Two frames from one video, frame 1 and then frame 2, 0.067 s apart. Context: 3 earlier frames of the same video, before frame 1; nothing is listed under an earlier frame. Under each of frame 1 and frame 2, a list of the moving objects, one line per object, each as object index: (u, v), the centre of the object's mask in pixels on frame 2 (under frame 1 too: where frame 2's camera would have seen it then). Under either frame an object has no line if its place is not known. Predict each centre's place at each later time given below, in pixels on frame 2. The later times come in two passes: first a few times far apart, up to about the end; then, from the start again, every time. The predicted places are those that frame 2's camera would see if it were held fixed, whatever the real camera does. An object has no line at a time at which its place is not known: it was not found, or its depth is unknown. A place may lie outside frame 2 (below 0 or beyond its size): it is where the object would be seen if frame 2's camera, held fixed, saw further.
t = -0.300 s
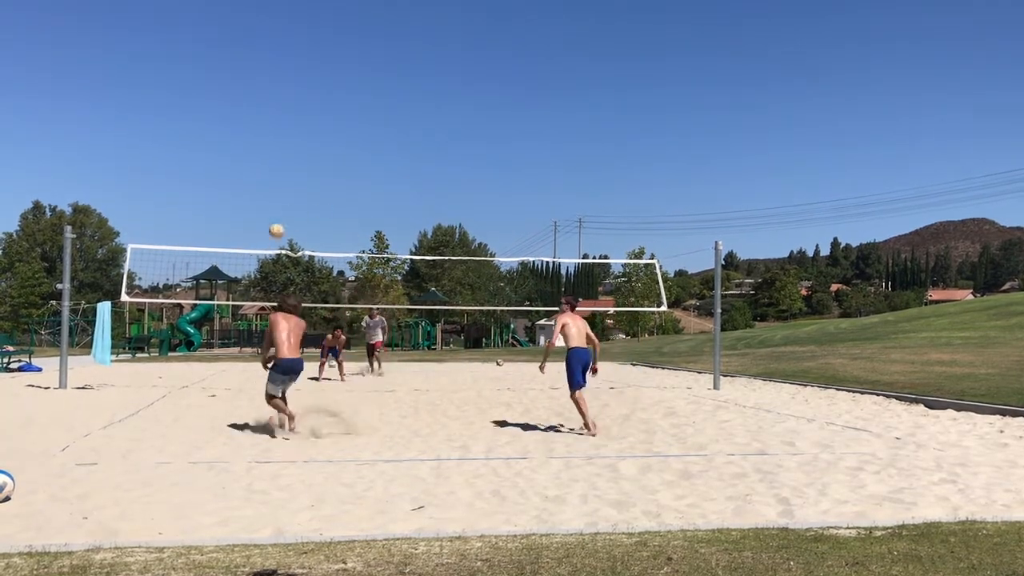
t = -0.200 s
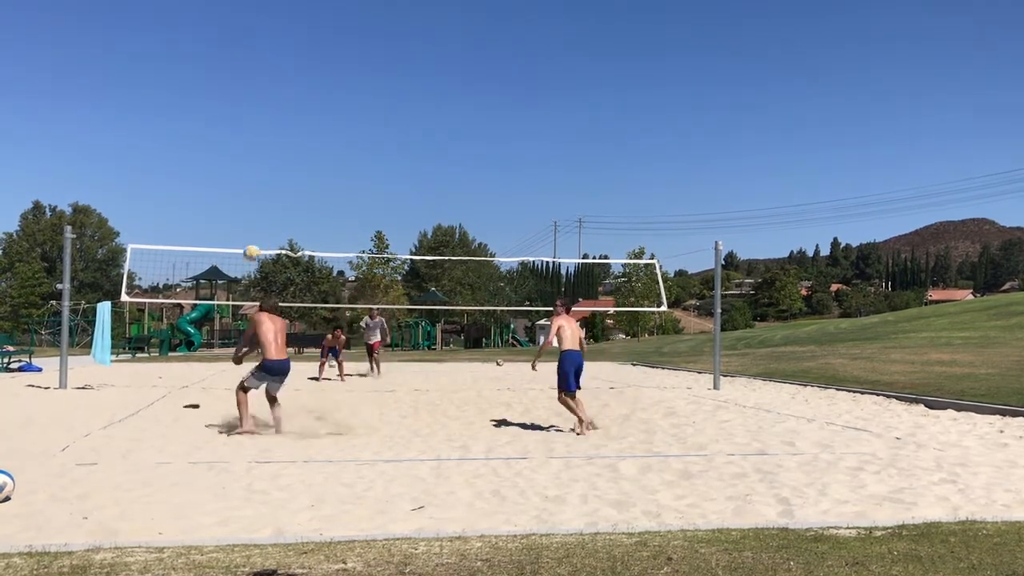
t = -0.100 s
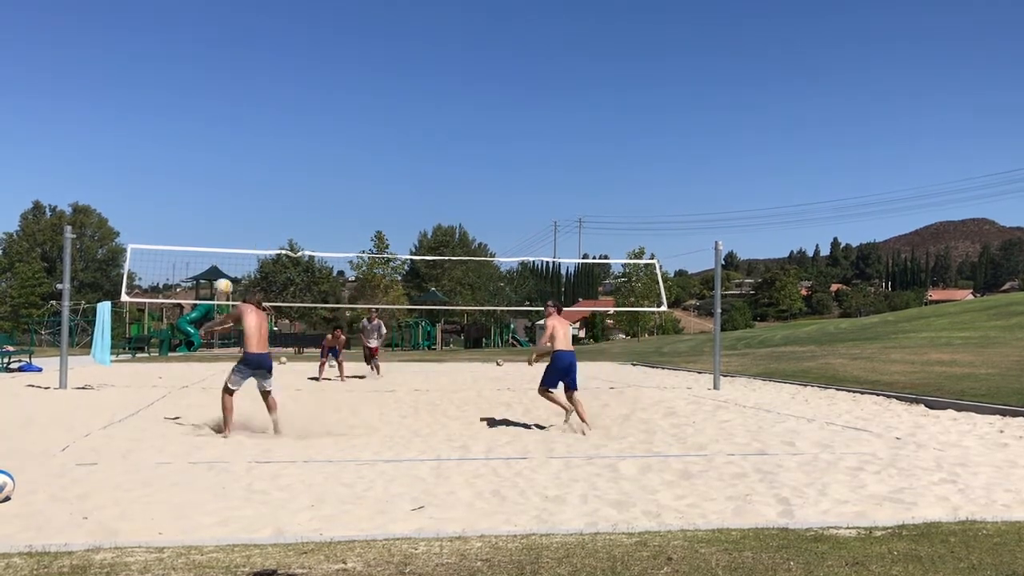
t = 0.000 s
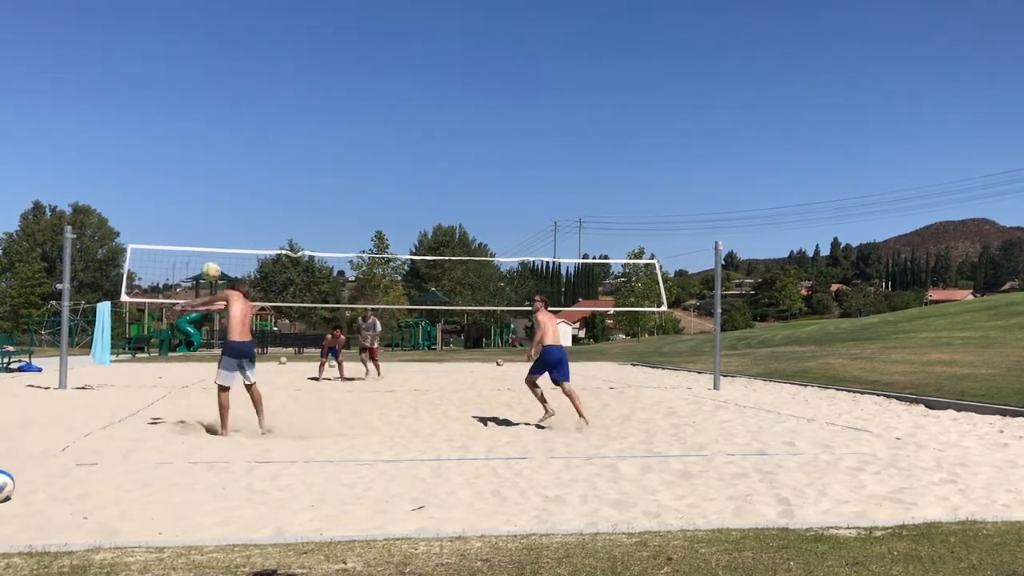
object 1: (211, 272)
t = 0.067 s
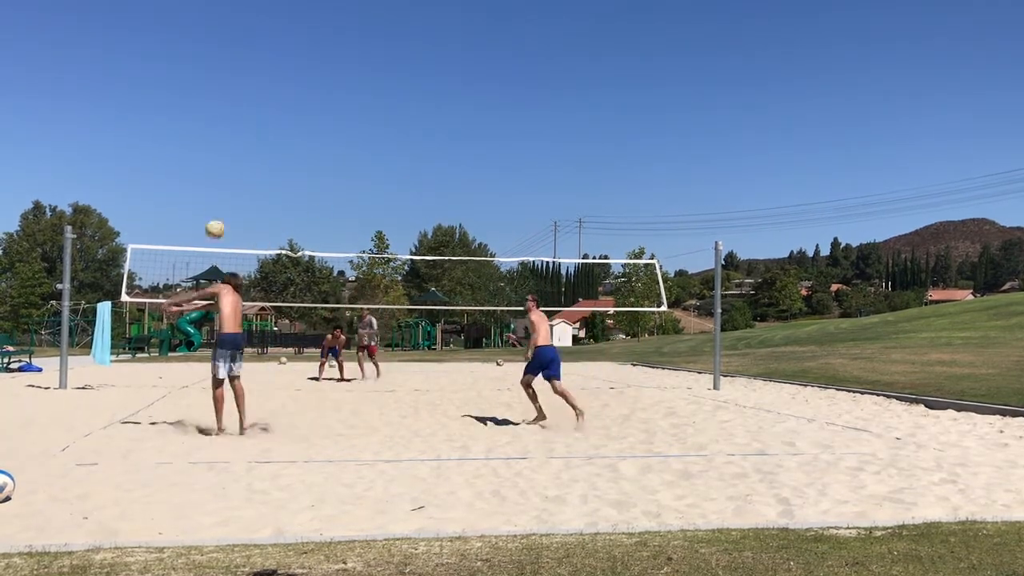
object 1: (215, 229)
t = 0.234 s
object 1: (225, 146)
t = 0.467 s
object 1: (238, 73)
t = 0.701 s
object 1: (248, 46)
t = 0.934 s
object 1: (256, 58)
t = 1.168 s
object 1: (263, 105)
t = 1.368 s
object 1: (266, 172)
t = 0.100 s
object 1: (217, 210)
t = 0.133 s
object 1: (219, 192)
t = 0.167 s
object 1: (221, 176)
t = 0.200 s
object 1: (223, 160)
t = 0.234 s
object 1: (225, 146)
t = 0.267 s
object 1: (227, 132)
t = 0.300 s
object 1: (228, 120)
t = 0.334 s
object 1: (231, 108)
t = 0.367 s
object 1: (233, 98)
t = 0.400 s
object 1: (234, 89)
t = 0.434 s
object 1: (236, 81)
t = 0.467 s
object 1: (238, 73)
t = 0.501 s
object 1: (240, 67)
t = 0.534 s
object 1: (241, 61)
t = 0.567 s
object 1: (243, 56)
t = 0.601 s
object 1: (244, 52)
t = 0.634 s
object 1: (246, 49)
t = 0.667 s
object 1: (247, 47)
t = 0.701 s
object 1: (248, 46)
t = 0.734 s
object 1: (249, 45)
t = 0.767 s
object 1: (250, 46)
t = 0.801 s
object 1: (251, 46)
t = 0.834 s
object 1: (253, 48)
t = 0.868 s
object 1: (254, 51)
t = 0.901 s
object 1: (255, 53)
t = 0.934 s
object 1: (256, 58)
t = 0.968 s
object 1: (257, 63)
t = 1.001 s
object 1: (258, 68)
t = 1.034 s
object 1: (259, 73)
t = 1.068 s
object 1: (260, 81)
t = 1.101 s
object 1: (260, 89)
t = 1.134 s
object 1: (261, 97)
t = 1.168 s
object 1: (263, 105)
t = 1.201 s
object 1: (263, 115)
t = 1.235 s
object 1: (264, 125)
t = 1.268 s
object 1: (264, 136)
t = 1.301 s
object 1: (265, 147)
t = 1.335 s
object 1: (265, 159)
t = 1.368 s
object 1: (266, 172)
